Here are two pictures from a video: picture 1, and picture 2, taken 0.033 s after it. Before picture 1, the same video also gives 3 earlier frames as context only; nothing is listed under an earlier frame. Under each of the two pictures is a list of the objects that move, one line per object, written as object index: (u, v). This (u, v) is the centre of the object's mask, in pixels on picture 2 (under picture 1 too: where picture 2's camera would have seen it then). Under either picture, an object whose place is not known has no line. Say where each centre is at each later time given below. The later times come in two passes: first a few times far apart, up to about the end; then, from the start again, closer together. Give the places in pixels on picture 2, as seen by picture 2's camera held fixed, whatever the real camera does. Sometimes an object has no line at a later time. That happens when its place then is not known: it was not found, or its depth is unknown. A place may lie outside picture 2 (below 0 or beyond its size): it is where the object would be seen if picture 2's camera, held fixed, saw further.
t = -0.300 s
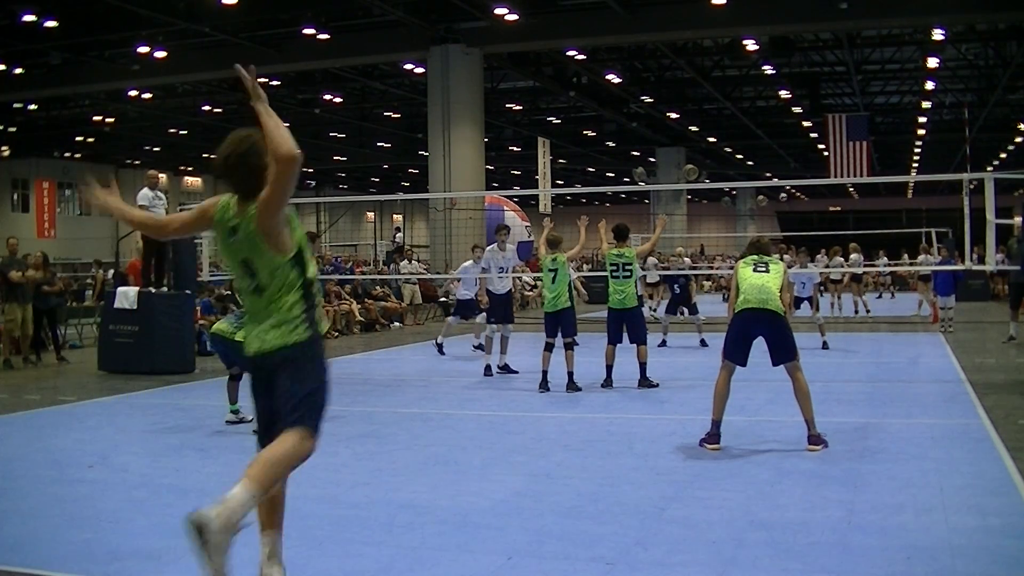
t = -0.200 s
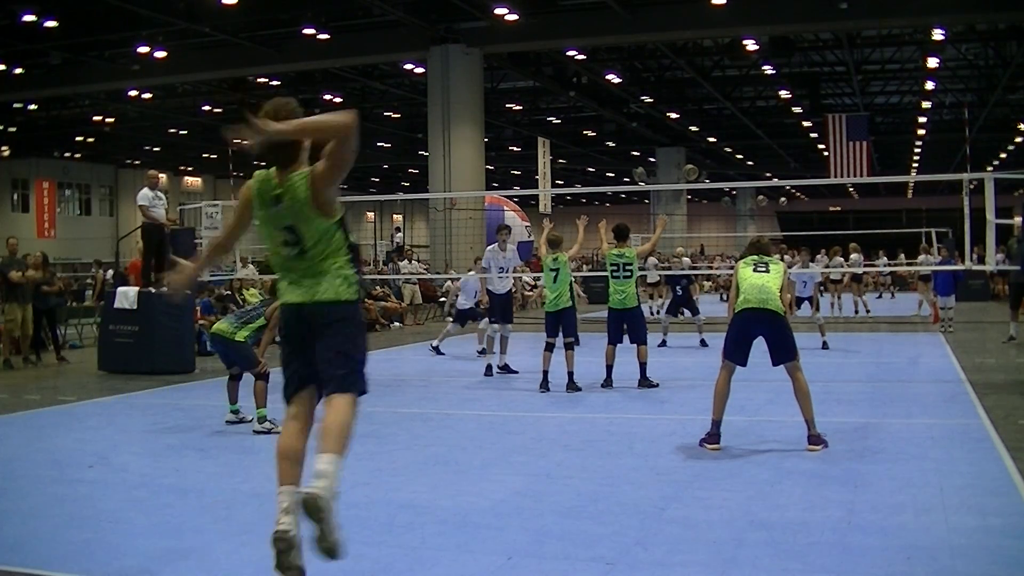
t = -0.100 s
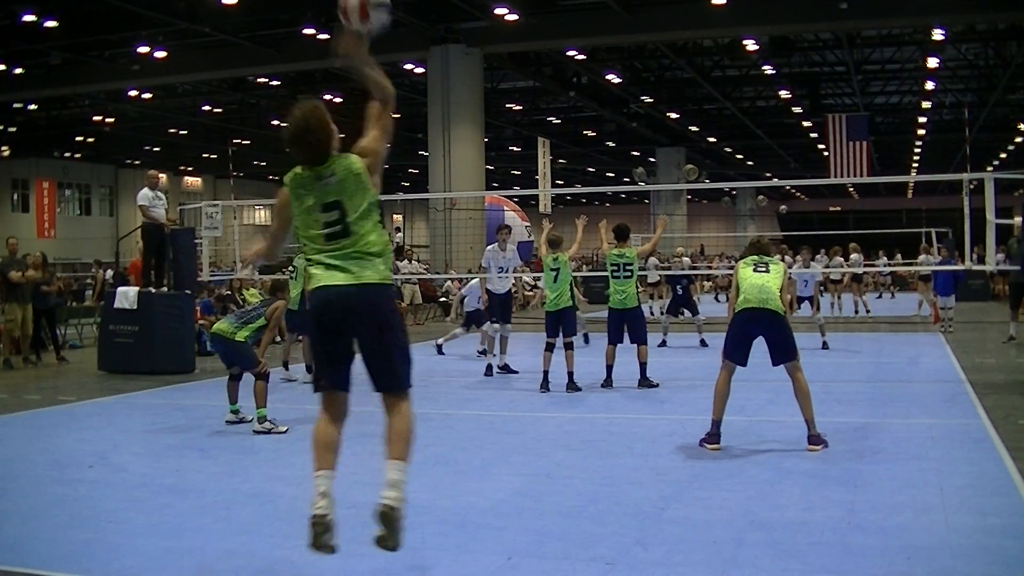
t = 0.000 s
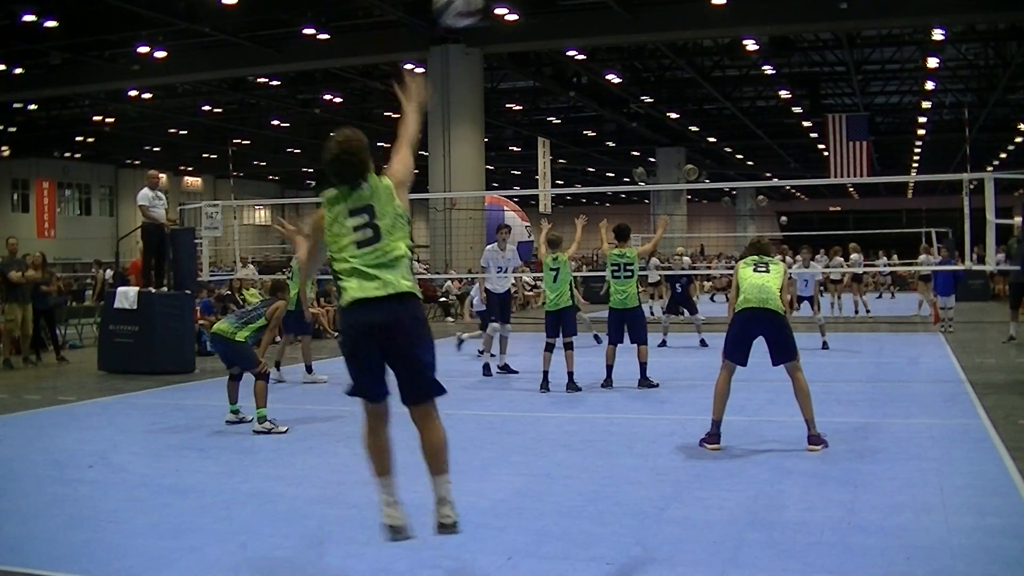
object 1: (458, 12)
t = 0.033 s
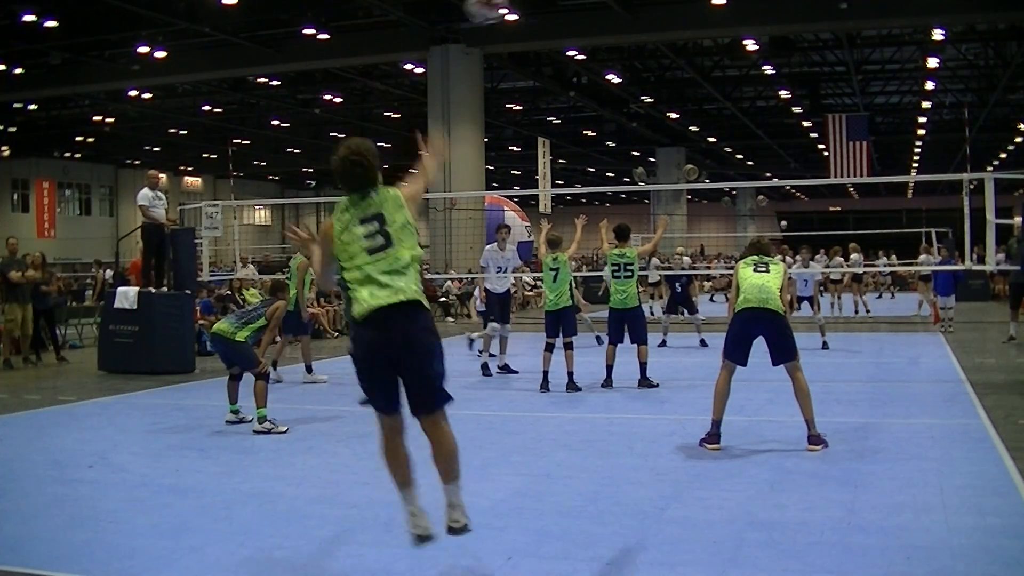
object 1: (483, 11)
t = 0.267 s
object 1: (607, 32)
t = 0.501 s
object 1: (671, 105)
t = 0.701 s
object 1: (707, 176)
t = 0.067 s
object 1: (509, 10)
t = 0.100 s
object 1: (532, 10)
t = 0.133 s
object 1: (551, 11)
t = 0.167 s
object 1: (566, 14)
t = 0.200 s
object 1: (581, 19)
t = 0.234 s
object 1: (595, 25)
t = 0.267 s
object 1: (607, 32)
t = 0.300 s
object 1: (618, 41)
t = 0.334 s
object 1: (629, 51)
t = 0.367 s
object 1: (638, 60)
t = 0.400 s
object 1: (648, 71)
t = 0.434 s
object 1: (656, 82)
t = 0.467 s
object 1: (664, 93)
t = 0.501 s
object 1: (671, 105)
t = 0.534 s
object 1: (677, 116)
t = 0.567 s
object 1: (683, 128)
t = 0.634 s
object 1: (696, 152)
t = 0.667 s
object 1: (702, 164)
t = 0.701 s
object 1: (707, 176)
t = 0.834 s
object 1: (723, 227)
